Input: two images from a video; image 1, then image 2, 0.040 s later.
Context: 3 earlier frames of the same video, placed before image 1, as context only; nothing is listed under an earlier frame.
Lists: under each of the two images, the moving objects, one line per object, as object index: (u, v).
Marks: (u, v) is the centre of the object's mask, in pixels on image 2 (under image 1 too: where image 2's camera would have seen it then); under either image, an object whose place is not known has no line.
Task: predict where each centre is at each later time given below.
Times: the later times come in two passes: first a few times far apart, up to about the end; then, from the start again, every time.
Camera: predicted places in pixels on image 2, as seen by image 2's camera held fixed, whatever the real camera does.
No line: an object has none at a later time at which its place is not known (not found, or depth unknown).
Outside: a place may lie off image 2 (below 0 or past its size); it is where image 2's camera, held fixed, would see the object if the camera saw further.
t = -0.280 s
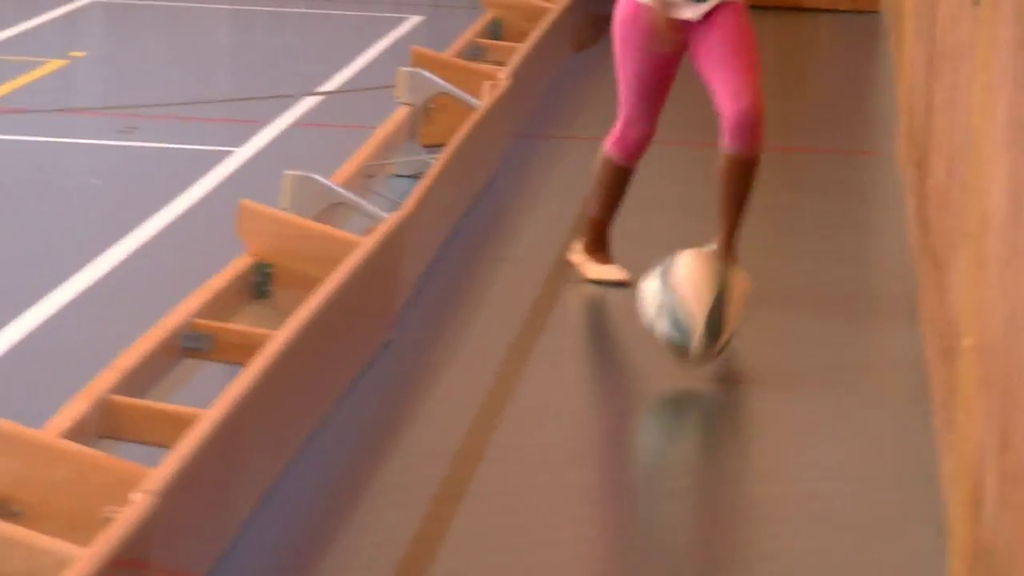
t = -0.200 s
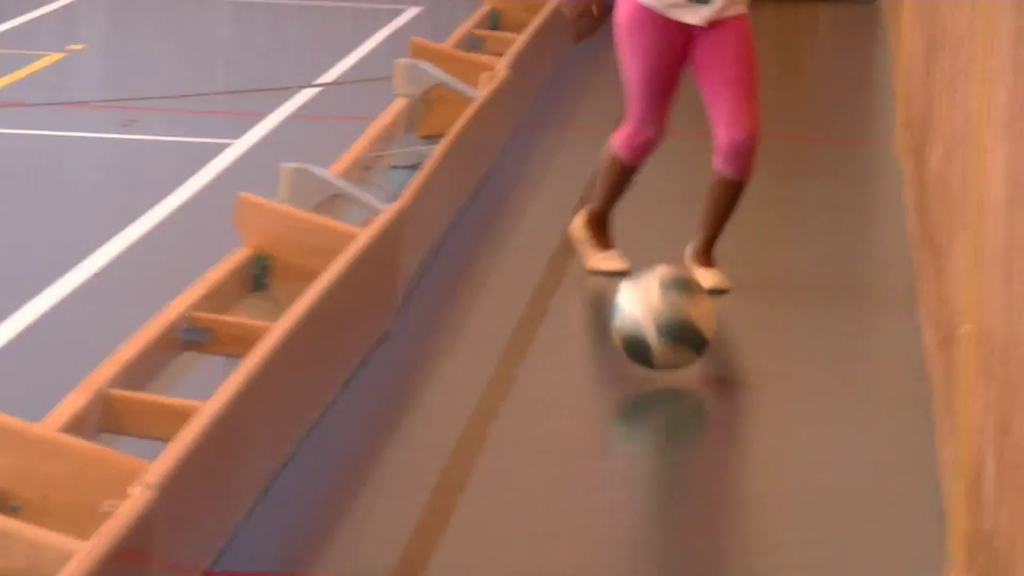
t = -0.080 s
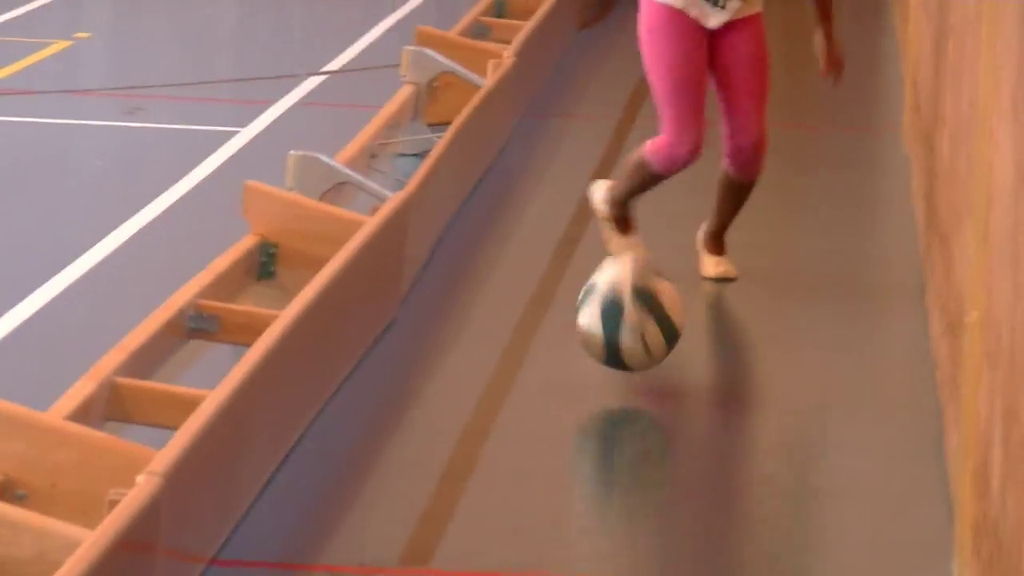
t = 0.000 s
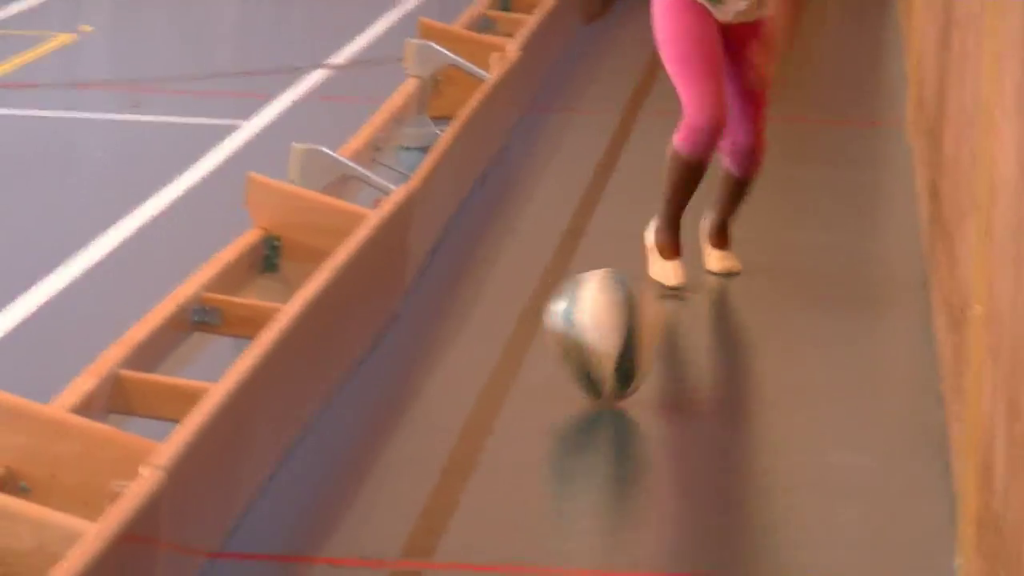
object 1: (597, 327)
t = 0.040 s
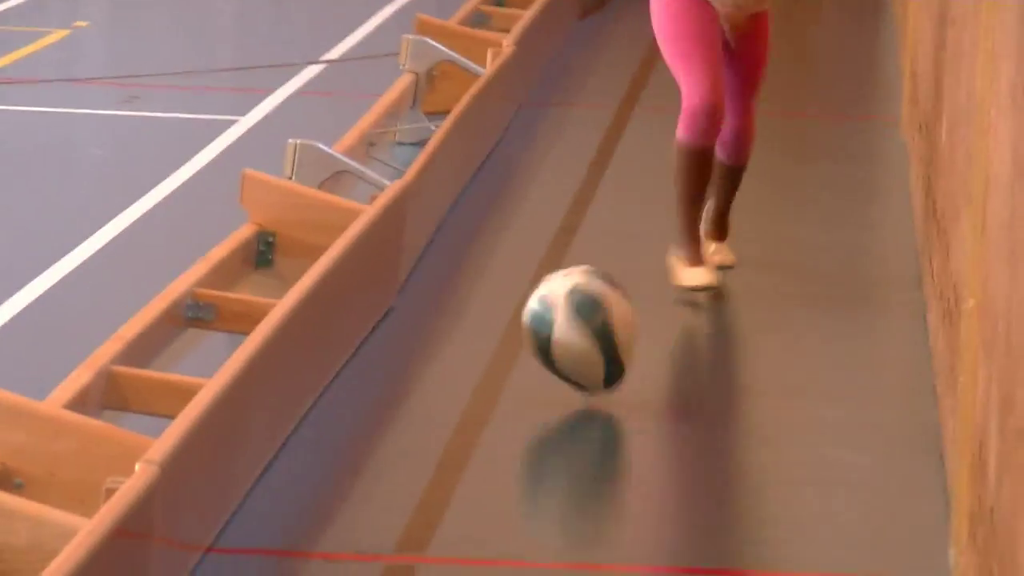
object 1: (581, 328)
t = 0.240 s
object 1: (484, 377)
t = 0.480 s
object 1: (354, 379)
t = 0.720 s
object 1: (291, 454)
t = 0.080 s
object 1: (560, 328)
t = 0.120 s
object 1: (541, 341)
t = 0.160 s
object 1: (521, 355)
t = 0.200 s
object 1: (502, 374)
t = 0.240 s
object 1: (484, 377)
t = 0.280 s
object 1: (463, 386)
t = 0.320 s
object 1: (443, 386)
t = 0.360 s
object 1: (422, 370)
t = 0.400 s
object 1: (401, 362)
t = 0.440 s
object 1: (376, 368)
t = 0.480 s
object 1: (354, 379)
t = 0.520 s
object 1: (334, 396)
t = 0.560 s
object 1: (310, 433)
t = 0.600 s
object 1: (299, 459)
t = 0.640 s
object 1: (296, 461)
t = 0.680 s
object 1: (292, 461)
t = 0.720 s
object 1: (291, 454)
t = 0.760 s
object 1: (294, 447)
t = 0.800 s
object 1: (295, 455)
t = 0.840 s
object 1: (294, 478)
